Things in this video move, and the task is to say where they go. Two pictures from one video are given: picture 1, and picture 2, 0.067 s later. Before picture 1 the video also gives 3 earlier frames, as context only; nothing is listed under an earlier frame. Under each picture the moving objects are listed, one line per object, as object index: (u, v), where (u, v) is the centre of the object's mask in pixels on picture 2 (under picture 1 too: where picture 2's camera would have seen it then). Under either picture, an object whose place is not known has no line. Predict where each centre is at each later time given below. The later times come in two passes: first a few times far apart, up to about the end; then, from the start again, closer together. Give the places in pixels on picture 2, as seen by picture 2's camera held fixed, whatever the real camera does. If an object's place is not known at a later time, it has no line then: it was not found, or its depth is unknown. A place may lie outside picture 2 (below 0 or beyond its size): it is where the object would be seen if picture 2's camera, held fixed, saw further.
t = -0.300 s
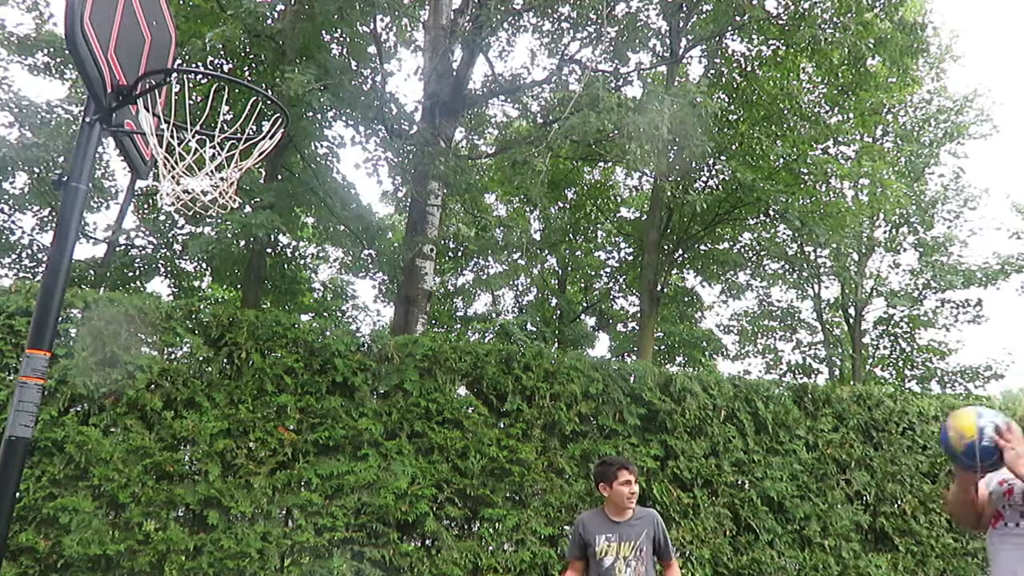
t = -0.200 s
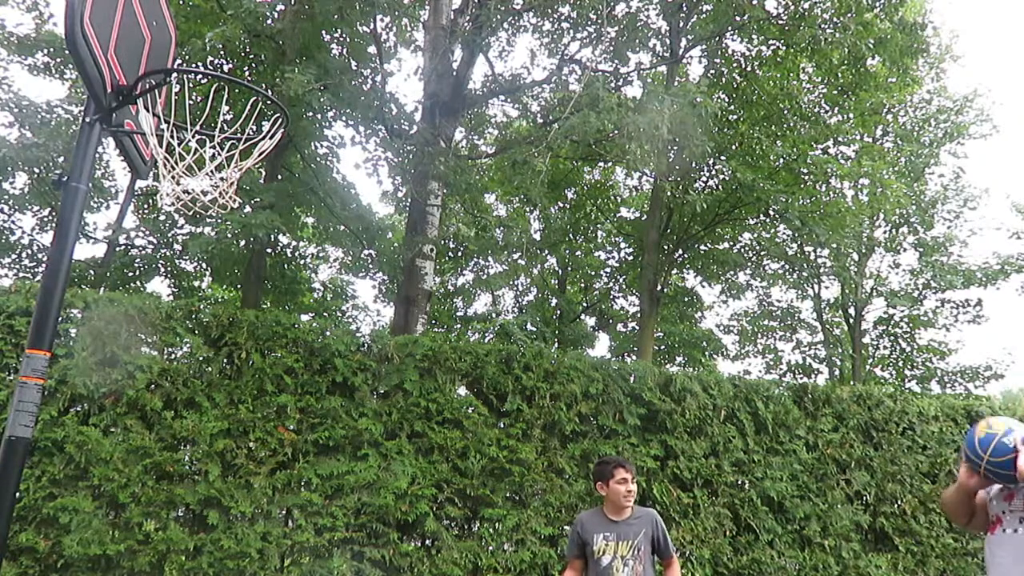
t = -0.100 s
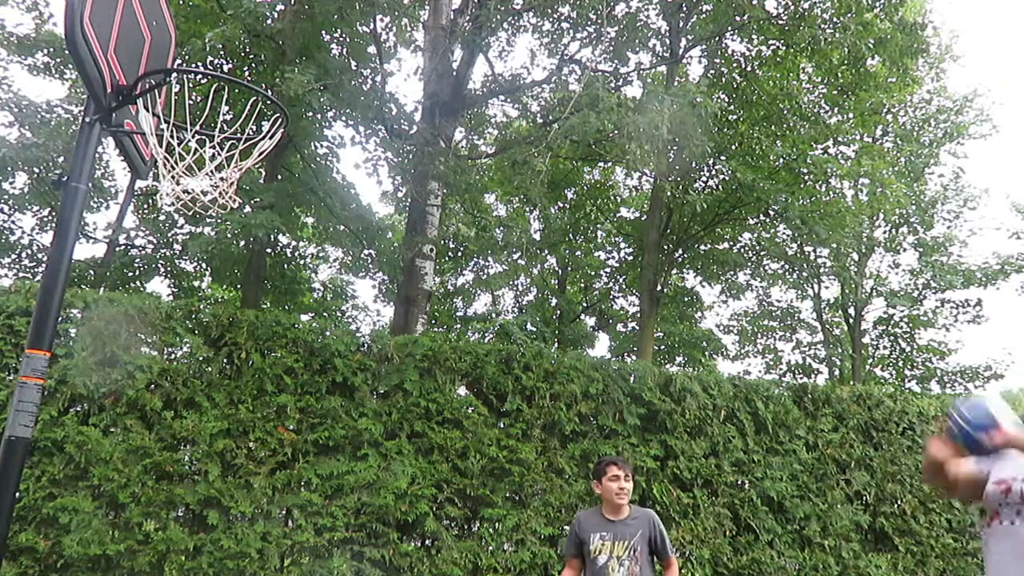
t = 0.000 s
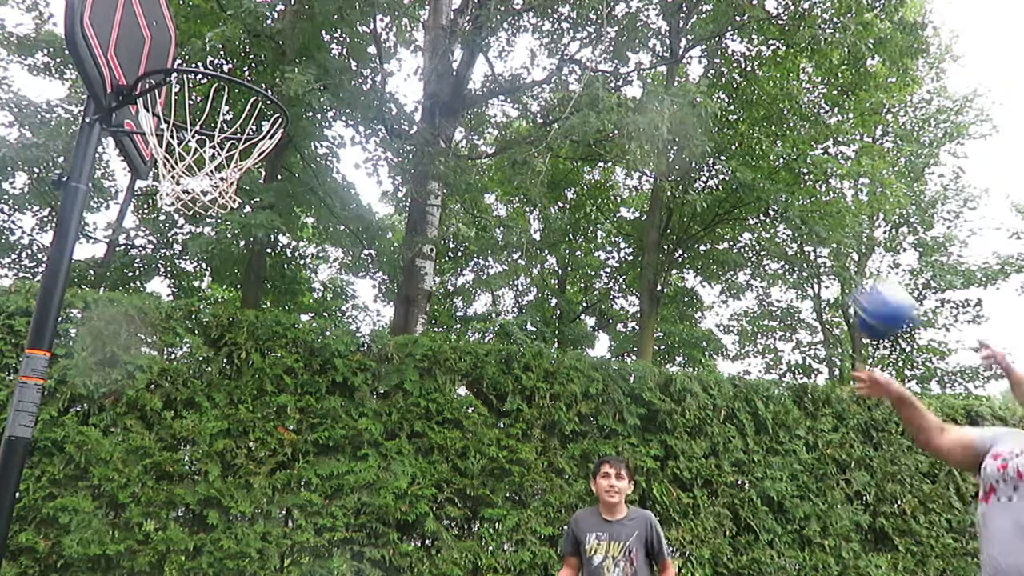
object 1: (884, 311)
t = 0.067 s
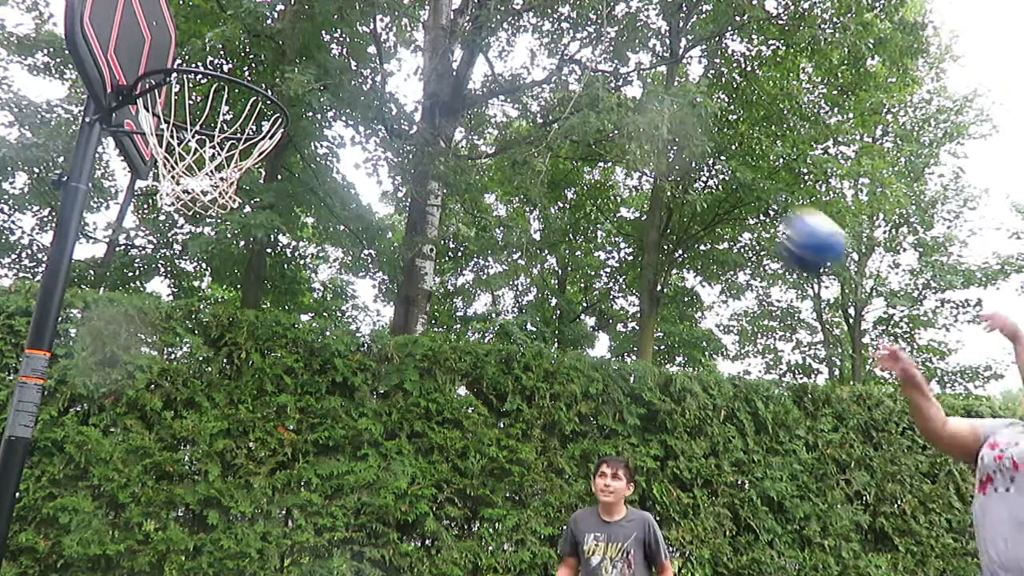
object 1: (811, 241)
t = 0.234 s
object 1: (636, 120)
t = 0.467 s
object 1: (377, 54)
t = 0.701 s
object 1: (213, 42)
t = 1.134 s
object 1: (462, 51)
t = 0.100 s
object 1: (774, 210)
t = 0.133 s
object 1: (743, 185)
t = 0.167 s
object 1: (707, 159)
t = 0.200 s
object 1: (671, 137)
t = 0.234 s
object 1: (636, 120)
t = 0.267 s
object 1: (601, 102)
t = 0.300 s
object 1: (568, 90)
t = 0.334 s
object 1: (529, 78)
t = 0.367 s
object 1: (489, 67)
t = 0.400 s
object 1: (453, 59)
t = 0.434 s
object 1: (420, 58)
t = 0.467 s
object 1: (377, 54)
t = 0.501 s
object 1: (337, 56)
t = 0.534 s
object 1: (298, 62)
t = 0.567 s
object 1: (263, 63)
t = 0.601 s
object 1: (218, 78)
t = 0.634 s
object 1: (184, 86)
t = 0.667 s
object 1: (197, 62)
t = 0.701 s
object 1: (213, 42)
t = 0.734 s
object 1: (230, 31)
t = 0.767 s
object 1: (247, 22)
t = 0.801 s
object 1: (264, 16)
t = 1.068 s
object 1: (418, 23)
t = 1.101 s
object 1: (440, 32)
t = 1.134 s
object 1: (462, 51)
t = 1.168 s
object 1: (484, 73)
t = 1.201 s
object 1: (517, 115)
